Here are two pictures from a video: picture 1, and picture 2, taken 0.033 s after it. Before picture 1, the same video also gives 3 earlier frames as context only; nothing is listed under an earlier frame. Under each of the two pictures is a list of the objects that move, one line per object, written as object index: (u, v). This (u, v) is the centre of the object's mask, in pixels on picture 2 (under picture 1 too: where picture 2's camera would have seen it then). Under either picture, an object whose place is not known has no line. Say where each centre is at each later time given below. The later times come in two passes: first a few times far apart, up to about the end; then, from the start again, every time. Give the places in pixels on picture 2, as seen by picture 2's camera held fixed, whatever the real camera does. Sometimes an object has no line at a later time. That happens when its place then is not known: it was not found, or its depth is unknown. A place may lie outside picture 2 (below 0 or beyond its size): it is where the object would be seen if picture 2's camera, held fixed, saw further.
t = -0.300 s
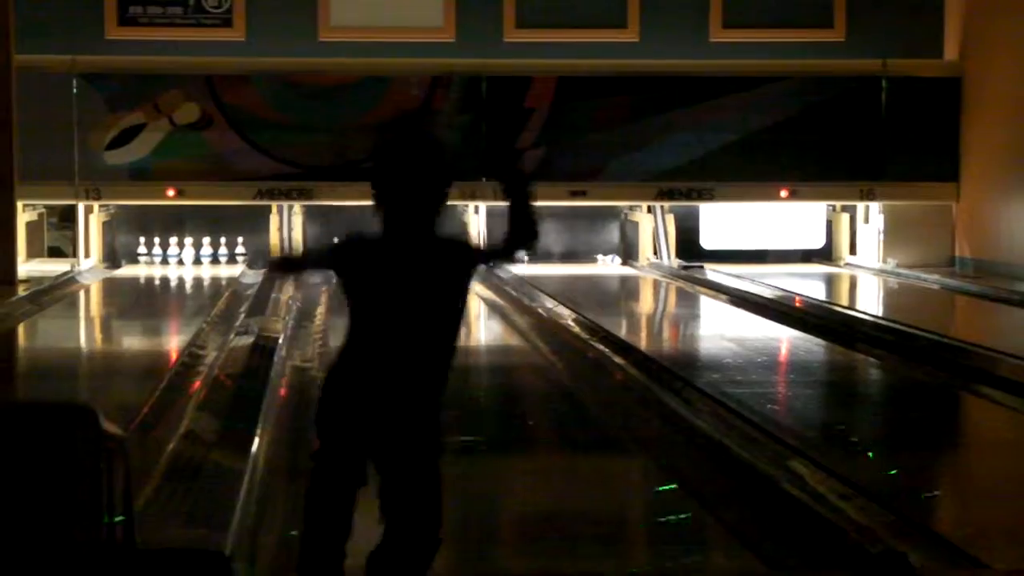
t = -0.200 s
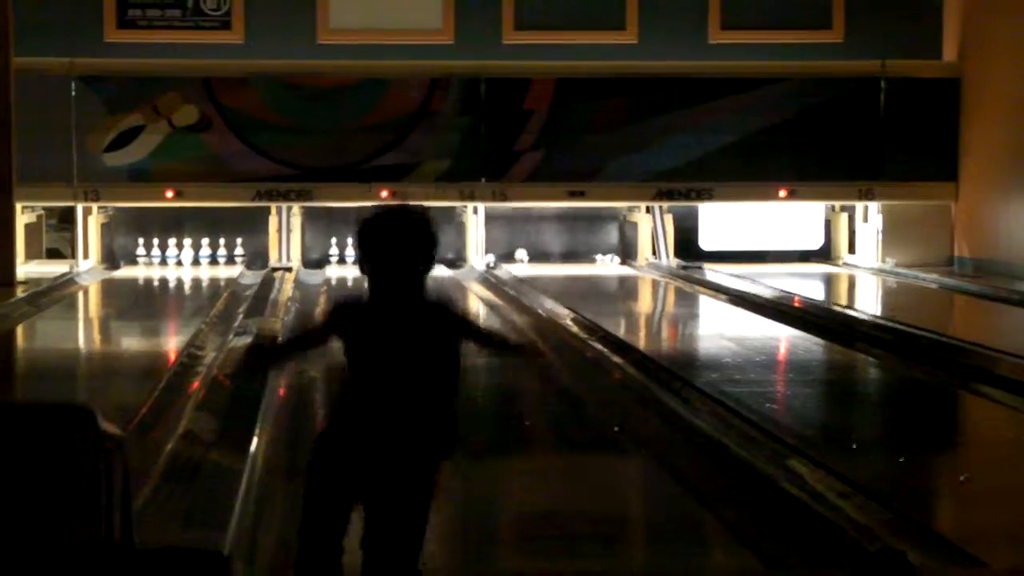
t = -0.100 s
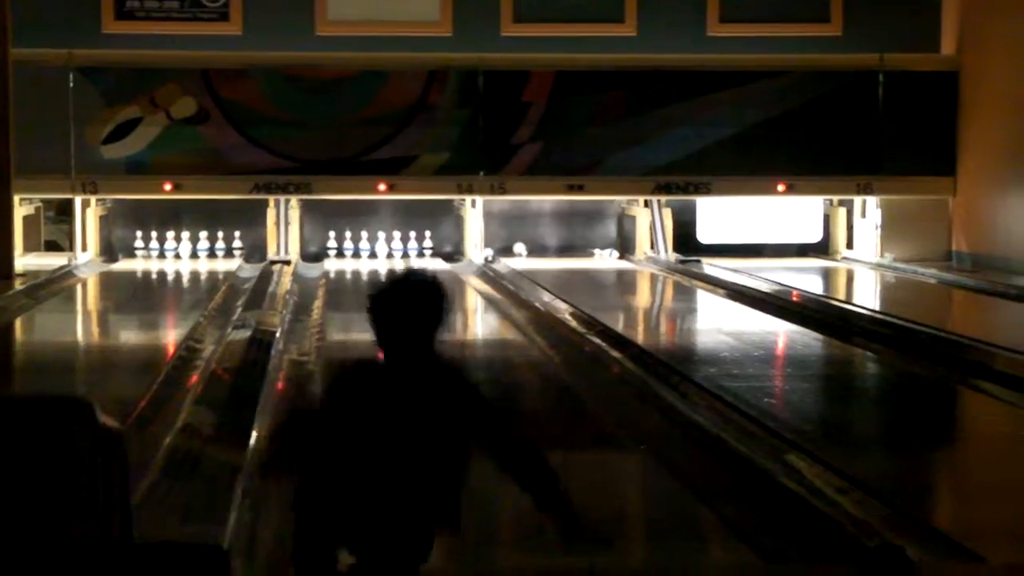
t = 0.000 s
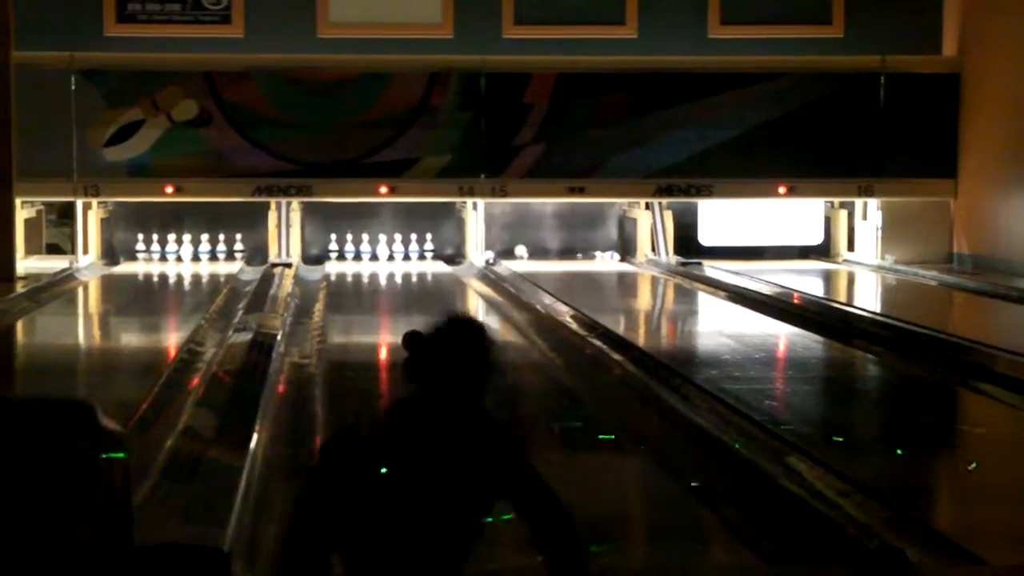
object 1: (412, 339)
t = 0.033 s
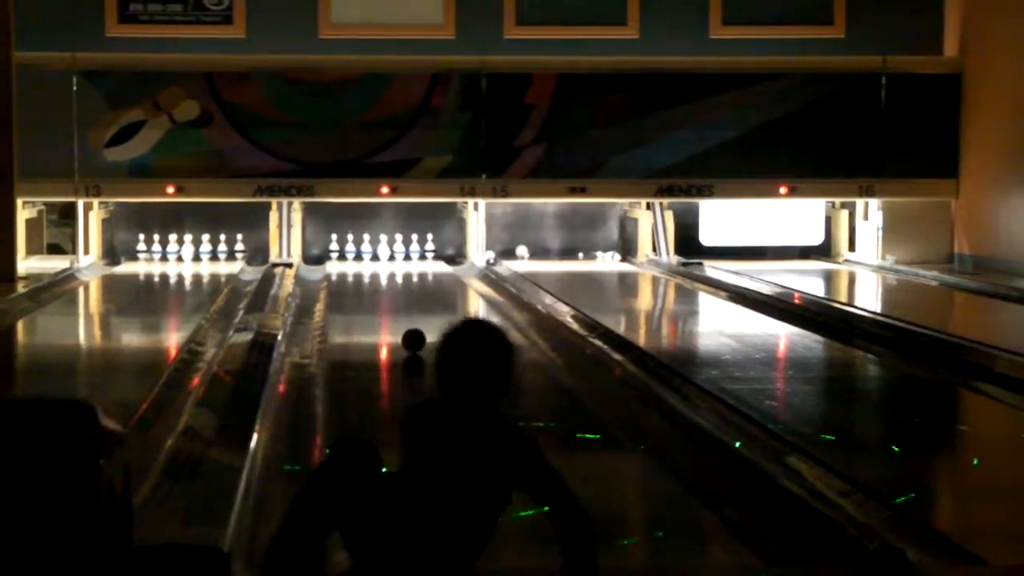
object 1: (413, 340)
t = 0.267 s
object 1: (409, 330)
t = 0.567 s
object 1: (403, 319)
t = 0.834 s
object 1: (399, 309)
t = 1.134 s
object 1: (395, 300)
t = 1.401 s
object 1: (391, 292)
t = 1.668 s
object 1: (390, 287)
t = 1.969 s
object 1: (386, 281)
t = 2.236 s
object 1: (385, 276)
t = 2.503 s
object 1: (384, 272)
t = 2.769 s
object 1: (382, 267)
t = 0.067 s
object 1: (413, 338)
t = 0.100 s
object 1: (412, 337)
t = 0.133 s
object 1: (411, 335)
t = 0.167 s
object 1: (410, 334)
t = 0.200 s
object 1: (410, 333)
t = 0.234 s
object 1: (410, 331)
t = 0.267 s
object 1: (409, 330)
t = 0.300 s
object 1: (408, 329)
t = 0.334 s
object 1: (408, 327)
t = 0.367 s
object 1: (407, 325)
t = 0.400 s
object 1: (406, 324)
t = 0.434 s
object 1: (406, 324)
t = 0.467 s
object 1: (405, 322)
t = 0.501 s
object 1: (405, 321)
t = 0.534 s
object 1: (404, 320)
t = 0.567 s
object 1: (403, 319)
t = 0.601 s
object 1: (403, 318)
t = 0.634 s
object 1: (402, 316)
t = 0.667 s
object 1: (402, 315)
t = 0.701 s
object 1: (401, 313)
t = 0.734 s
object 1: (400, 312)
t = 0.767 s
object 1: (400, 311)
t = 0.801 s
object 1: (399, 310)
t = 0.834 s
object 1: (399, 309)
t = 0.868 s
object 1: (399, 308)
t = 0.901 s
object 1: (398, 307)
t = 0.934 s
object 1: (397, 307)
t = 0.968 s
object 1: (397, 305)
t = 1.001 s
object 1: (397, 304)
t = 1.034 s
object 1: (396, 303)
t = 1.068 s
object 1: (396, 303)
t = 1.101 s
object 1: (395, 302)
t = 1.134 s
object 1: (395, 300)
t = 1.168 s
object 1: (394, 299)
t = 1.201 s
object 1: (394, 297)
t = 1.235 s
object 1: (394, 296)
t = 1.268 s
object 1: (393, 297)
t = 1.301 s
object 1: (393, 296)
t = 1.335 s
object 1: (393, 294)
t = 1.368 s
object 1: (393, 294)
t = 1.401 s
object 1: (391, 292)
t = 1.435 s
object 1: (392, 291)
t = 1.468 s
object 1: (391, 291)
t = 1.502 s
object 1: (391, 291)
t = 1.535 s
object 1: (391, 290)
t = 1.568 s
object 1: (390, 290)
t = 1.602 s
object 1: (390, 289)
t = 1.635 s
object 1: (389, 288)
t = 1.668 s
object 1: (390, 287)
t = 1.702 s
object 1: (389, 287)
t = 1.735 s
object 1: (388, 285)
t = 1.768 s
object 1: (388, 285)
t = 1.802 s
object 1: (387, 284)
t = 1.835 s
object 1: (388, 283)
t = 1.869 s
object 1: (387, 282)
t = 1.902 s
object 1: (387, 282)
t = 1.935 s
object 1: (386, 281)
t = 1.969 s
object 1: (386, 281)
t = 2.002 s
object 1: (386, 281)
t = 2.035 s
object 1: (386, 280)
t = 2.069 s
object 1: (386, 280)
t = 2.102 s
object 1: (385, 279)
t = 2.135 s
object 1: (385, 278)
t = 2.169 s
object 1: (385, 278)
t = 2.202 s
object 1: (385, 278)
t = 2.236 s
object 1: (385, 276)
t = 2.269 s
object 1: (385, 276)
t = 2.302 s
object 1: (385, 275)
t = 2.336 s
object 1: (384, 275)
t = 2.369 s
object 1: (384, 274)
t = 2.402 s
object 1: (384, 273)
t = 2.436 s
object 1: (384, 273)
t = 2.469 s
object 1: (383, 272)
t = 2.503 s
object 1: (384, 272)
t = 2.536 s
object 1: (383, 272)
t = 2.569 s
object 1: (383, 271)
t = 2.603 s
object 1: (383, 270)
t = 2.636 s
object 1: (383, 269)
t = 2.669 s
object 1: (383, 269)
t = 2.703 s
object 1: (382, 269)
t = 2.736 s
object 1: (383, 268)
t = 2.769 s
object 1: (382, 267)
